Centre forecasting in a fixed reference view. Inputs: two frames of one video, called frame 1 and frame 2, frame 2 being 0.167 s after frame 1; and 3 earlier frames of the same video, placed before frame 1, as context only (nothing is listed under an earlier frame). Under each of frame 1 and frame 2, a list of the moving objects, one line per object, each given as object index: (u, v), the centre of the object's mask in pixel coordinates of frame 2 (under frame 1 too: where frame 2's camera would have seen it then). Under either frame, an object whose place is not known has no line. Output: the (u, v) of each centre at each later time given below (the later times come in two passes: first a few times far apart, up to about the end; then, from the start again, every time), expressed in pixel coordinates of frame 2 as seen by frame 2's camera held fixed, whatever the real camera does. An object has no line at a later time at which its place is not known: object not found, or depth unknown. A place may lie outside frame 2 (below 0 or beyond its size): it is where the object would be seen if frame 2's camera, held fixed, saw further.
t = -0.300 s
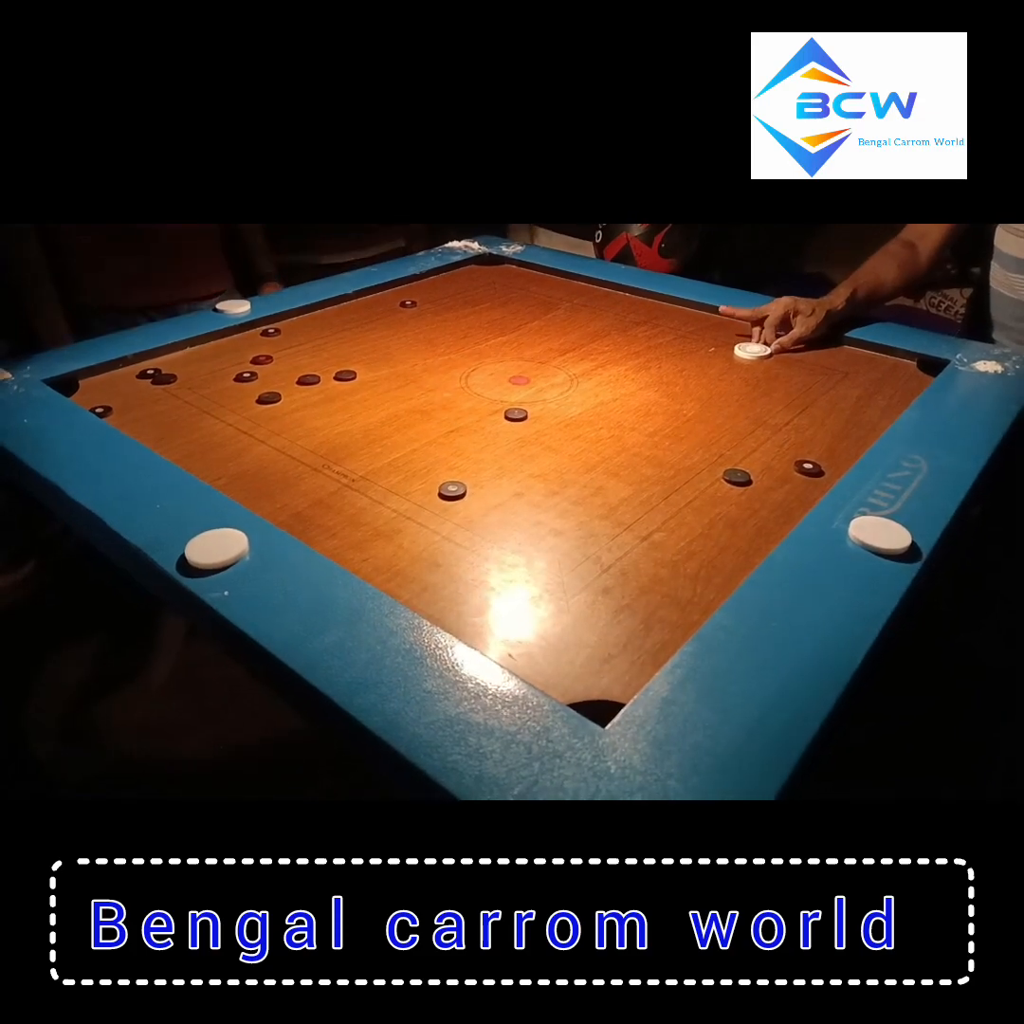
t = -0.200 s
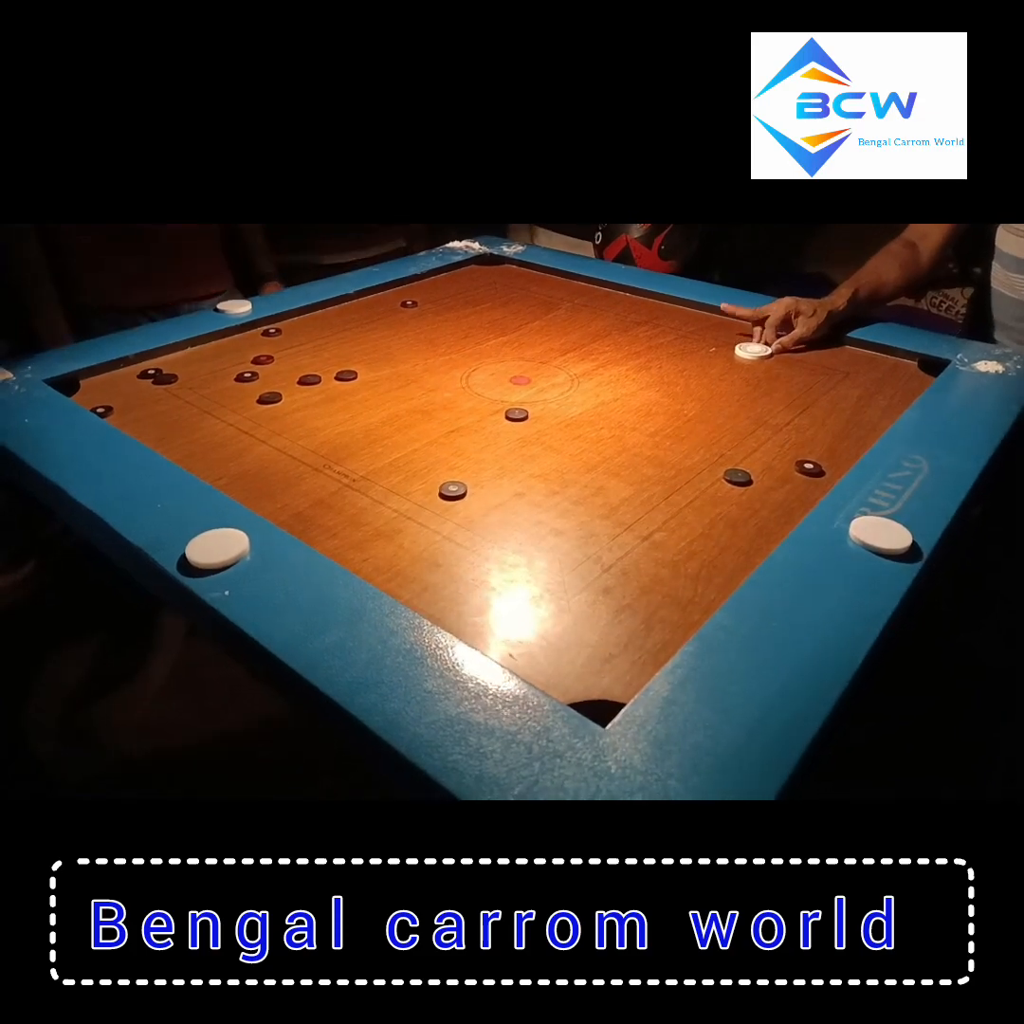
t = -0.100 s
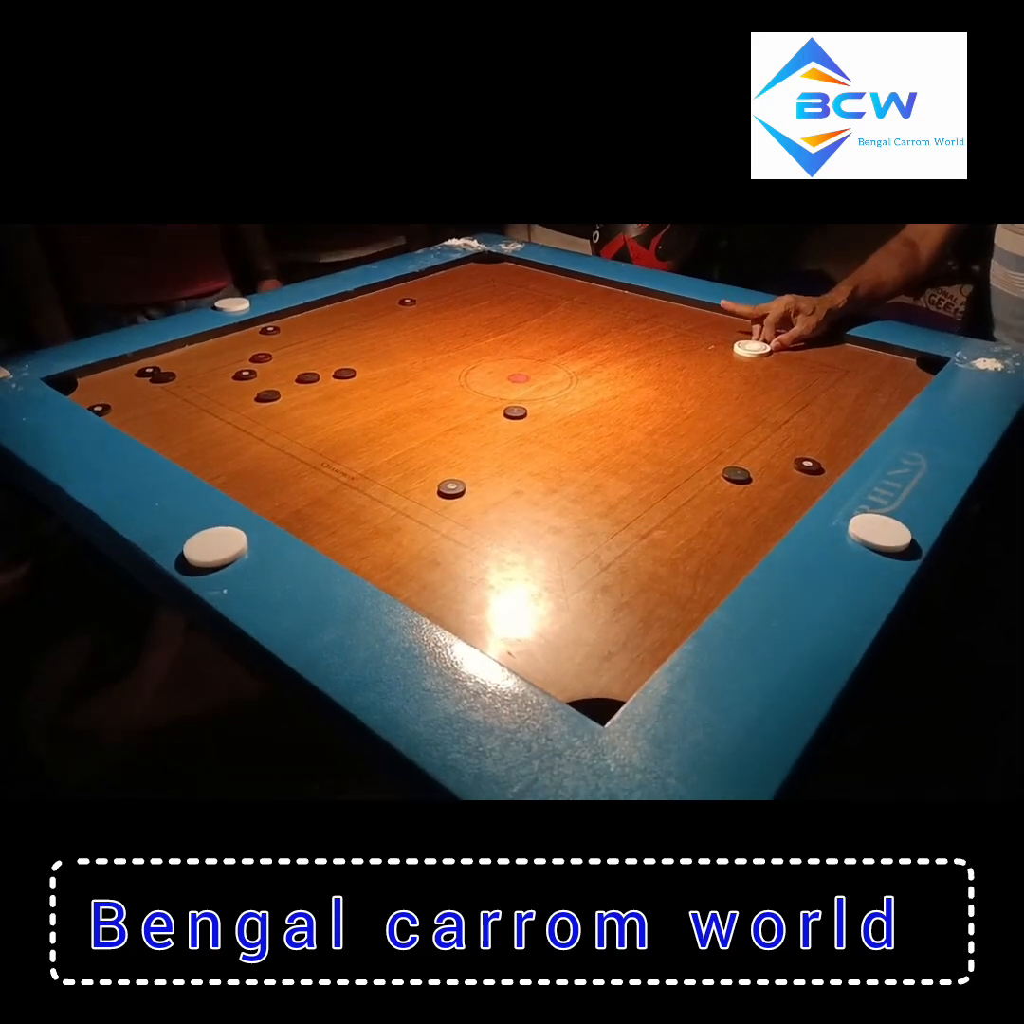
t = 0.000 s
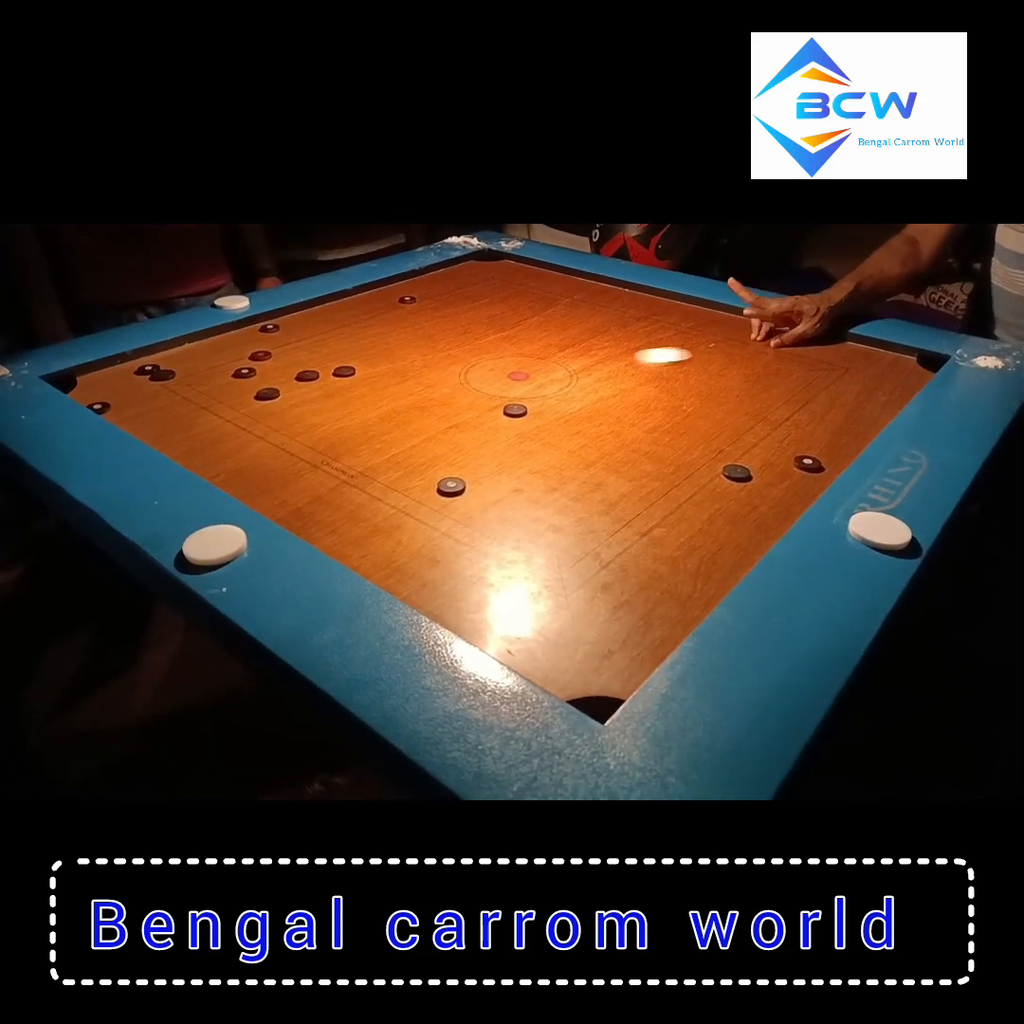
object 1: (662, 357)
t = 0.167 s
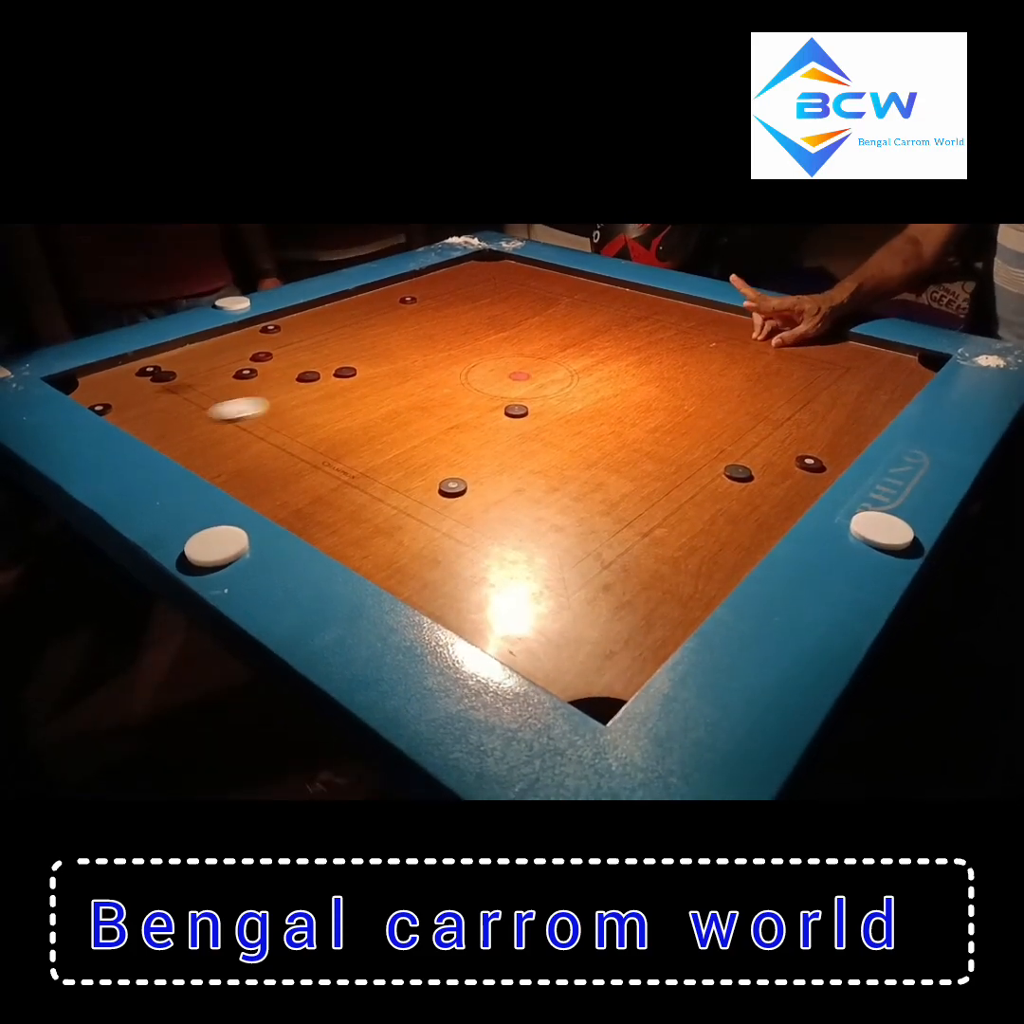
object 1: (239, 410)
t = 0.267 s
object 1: (225, 395)
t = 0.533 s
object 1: (482, 352)
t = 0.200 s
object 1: (165, 425)
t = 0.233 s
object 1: (175, 412)
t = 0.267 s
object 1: (225, 395)
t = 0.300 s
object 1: (280, 383)
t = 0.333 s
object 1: (314, 377)
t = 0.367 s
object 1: (345, 372)
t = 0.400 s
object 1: (374, 368)
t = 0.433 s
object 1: (403, 364)
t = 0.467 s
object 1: (432, 360)
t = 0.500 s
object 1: (459, 356)
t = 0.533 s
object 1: (482, 352)
